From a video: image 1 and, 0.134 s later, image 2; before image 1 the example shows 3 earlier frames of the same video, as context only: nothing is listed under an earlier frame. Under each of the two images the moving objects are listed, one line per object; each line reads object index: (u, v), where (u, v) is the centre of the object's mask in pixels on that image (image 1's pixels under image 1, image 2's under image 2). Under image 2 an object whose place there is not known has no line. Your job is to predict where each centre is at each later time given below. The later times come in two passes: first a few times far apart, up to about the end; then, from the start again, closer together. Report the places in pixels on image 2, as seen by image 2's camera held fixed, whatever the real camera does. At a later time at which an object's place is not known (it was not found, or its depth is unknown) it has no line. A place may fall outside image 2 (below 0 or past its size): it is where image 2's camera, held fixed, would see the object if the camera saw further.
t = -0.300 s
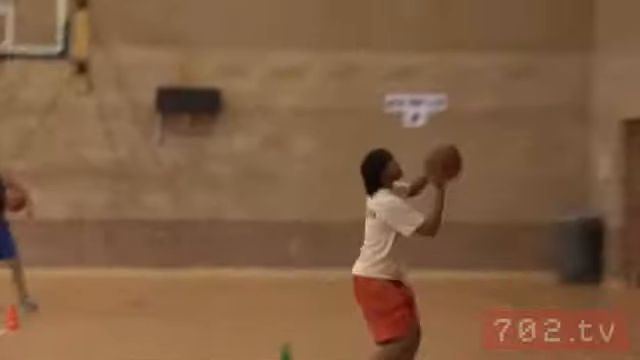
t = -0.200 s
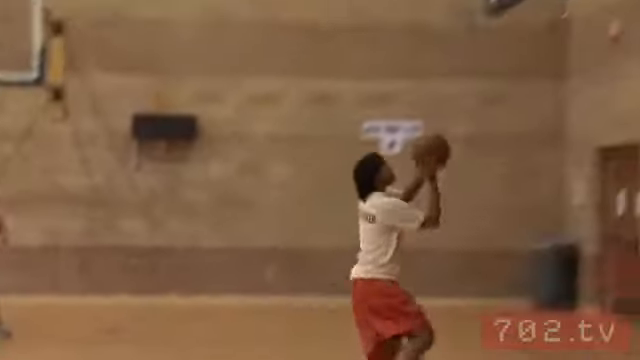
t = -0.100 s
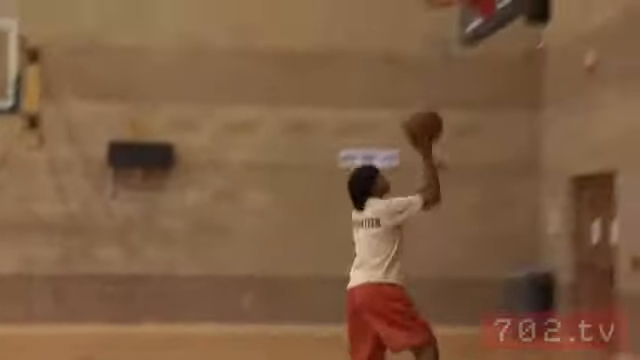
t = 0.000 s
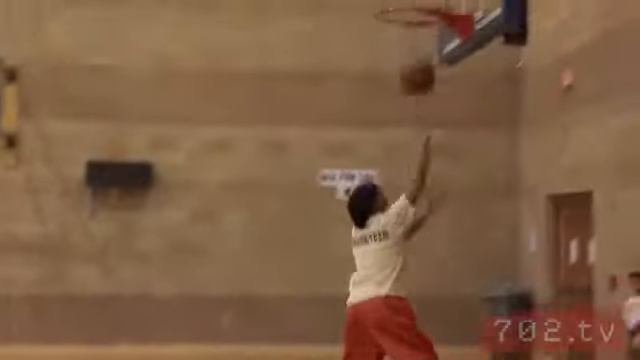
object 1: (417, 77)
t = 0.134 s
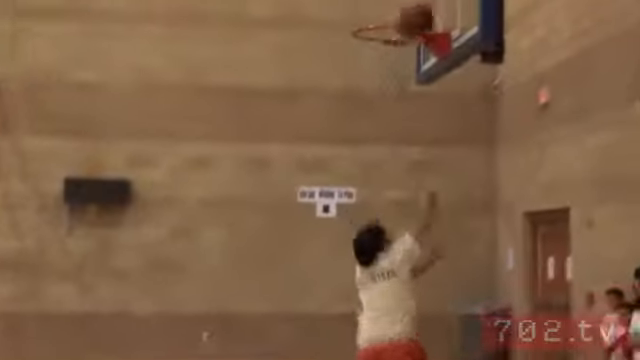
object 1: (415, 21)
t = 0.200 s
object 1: (425, 1)
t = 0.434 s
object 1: (422, -19)
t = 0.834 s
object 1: (370, 106)
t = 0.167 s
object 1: (420, 10)
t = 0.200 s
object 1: (425, 1)
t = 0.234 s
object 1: (430, -5)
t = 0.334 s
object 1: (438, -17)
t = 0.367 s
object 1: (433, -19)
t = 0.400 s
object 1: (428, -20)
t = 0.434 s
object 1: (422, -19)
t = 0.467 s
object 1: (417, -18)
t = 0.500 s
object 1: (412, -15)
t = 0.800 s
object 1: (371, 94)
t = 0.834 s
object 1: (370, 106)
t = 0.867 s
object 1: (369, 122)
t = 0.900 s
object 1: (367, 139)
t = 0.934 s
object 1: (365, 156)
